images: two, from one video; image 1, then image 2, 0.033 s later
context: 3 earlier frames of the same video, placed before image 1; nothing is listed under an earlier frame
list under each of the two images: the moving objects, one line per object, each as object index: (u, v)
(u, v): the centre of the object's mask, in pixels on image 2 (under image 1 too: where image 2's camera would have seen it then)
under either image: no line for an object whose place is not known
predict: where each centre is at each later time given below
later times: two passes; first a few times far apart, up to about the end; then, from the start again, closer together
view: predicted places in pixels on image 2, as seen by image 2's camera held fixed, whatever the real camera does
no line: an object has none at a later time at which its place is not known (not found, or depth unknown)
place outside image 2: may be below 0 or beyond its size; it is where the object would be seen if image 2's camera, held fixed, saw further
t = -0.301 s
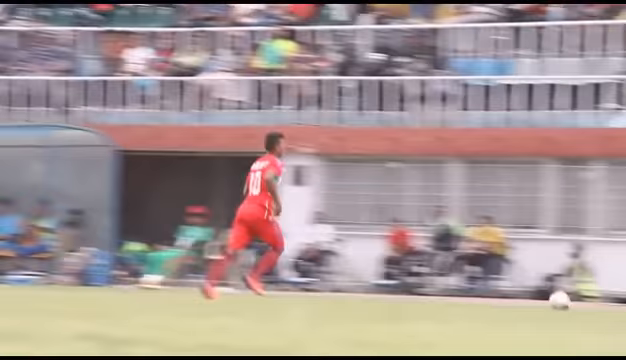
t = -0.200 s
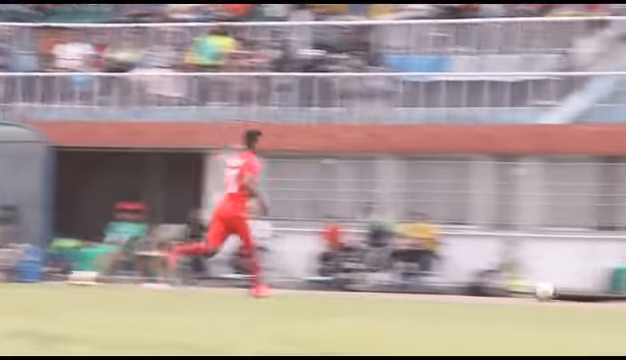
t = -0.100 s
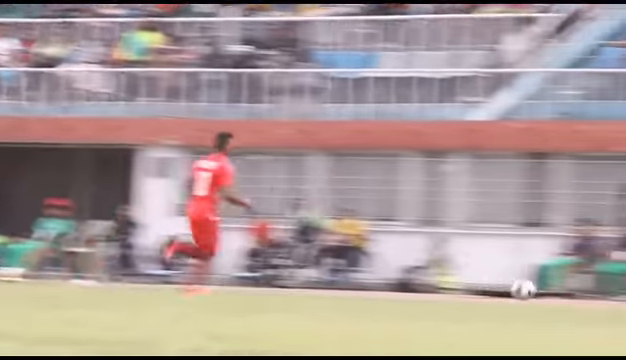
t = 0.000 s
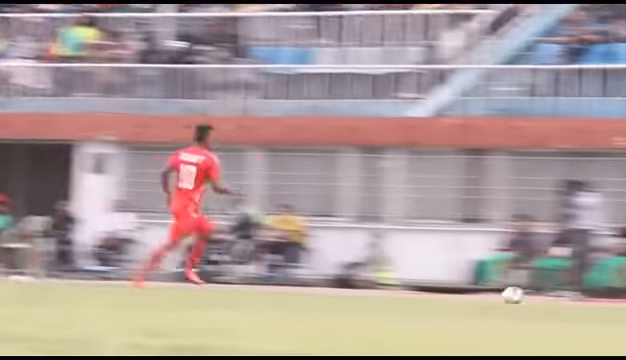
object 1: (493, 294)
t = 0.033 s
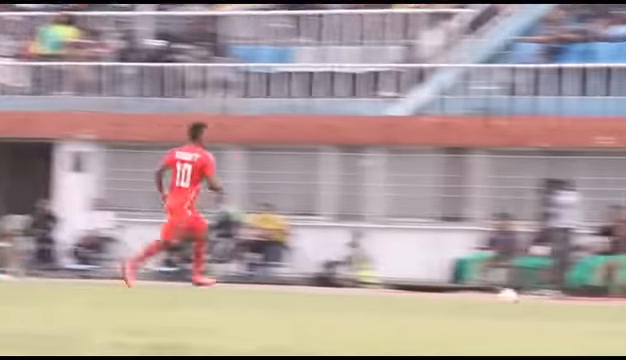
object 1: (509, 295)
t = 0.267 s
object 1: (624, 302)
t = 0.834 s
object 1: (885, 313)
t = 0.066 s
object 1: (525, 296)
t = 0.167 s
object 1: (575, 298)
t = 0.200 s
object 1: (590, 299)
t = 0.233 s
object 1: (606, 301)
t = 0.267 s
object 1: (624, 302)
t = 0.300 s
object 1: (640, 301)
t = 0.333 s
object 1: (655, 301)
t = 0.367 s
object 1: (671, 300)
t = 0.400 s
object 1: (688, 301)
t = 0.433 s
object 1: (702, 302)
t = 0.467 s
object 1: (717, 303)
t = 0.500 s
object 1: (733, 306)
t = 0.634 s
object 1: (795, 308)
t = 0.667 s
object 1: (809, 309)
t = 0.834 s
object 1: (885, 313)
